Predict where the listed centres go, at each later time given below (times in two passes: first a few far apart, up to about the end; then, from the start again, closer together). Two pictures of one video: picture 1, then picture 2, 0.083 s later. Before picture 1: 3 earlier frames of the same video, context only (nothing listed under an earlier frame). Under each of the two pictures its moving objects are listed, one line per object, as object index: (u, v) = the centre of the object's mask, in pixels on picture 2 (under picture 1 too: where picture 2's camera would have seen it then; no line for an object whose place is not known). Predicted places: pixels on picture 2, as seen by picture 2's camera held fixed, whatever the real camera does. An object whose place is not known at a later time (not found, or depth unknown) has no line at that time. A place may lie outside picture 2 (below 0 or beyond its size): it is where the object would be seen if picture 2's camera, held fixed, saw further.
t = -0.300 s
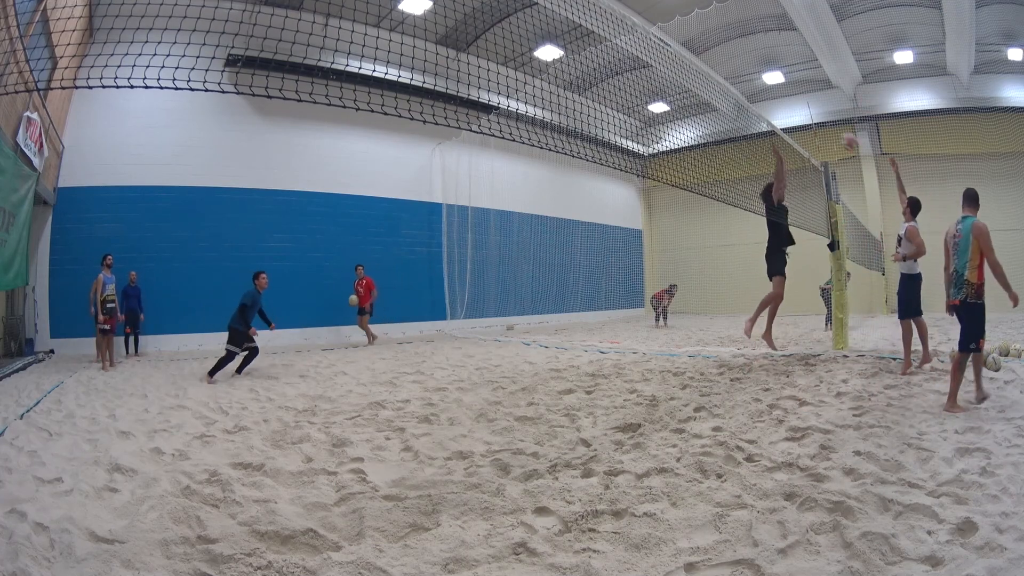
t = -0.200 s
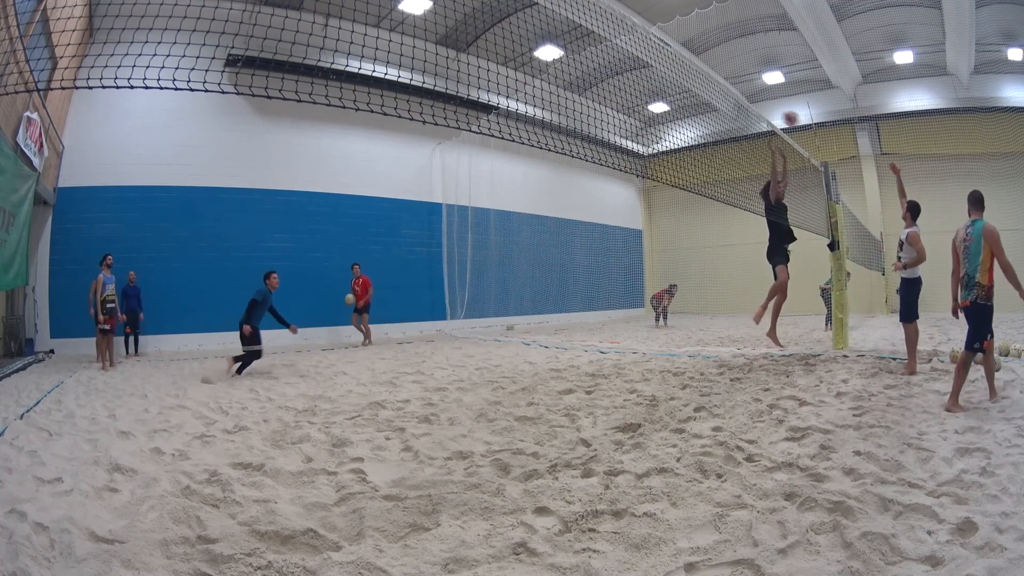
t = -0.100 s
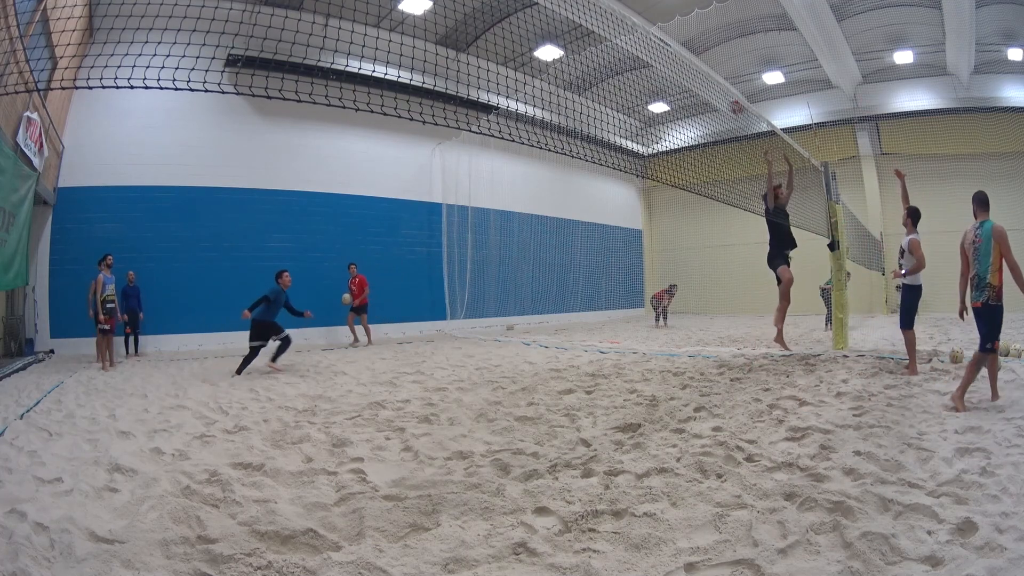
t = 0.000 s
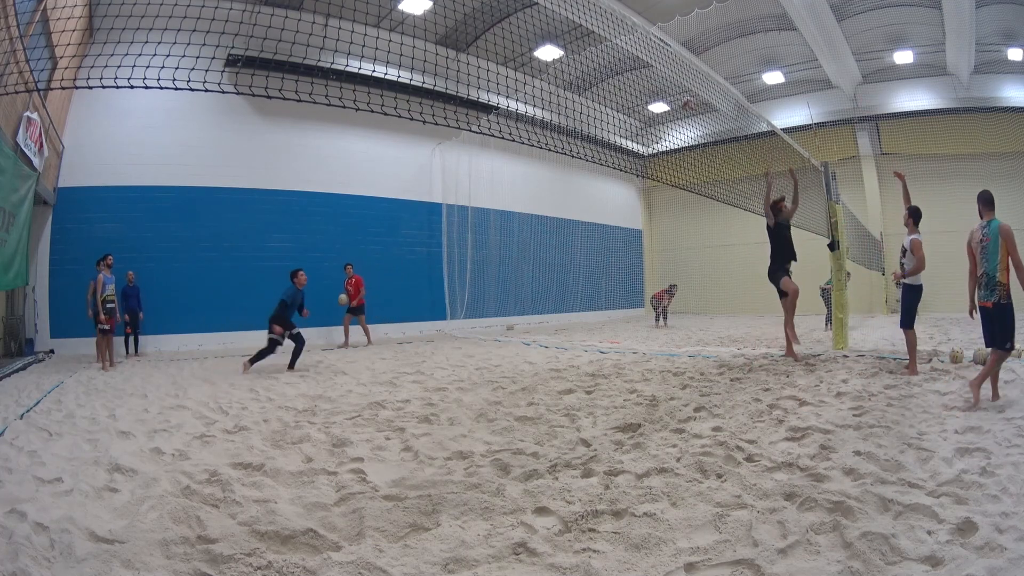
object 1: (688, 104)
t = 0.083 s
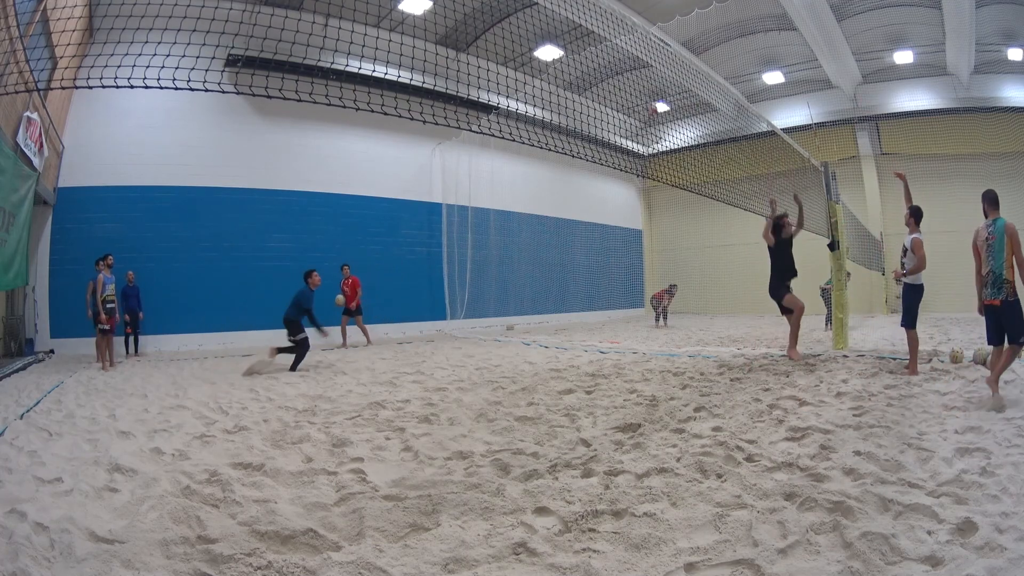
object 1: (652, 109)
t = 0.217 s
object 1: (601, 124)
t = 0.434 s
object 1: (538, 171)
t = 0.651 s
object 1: (489, 232)
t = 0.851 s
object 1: (454, 298)
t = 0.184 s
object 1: (613, 121)
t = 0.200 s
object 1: (608, 124)
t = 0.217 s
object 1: (601, 124)
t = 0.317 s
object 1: (571, 144)
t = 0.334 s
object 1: (566, 148)
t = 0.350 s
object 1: (561, 149)
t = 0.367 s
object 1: (557, 156)
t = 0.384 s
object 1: (551, 158)
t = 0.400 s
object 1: (546, 163)
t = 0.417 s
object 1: (542, 166)
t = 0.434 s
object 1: (538, 171)
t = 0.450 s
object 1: (533, 176)
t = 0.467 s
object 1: (529, 180)
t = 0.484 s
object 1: (525, 184)
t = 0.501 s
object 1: (521, 188)
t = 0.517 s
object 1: (517, 193)
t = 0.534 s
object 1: (513, 198)
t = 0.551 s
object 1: (509, 202)
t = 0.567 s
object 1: (506, 207)
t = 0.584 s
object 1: (502, 212)
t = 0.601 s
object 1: (498, 216)
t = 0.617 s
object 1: (495, 221)
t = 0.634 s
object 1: (492, 227)
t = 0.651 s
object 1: (489, 232)
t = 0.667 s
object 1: (485, 237)
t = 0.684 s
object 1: (482, 242)
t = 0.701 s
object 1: (479, 247)
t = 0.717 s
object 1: (476, 253)
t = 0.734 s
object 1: (473, 259)
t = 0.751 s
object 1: (470, 263)
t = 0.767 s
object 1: (467, 269)
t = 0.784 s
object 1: (464, 275)
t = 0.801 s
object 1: (462, 281)
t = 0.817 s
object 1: (459, 286)
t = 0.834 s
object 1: (456, 292)
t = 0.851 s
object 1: (454, 298)
